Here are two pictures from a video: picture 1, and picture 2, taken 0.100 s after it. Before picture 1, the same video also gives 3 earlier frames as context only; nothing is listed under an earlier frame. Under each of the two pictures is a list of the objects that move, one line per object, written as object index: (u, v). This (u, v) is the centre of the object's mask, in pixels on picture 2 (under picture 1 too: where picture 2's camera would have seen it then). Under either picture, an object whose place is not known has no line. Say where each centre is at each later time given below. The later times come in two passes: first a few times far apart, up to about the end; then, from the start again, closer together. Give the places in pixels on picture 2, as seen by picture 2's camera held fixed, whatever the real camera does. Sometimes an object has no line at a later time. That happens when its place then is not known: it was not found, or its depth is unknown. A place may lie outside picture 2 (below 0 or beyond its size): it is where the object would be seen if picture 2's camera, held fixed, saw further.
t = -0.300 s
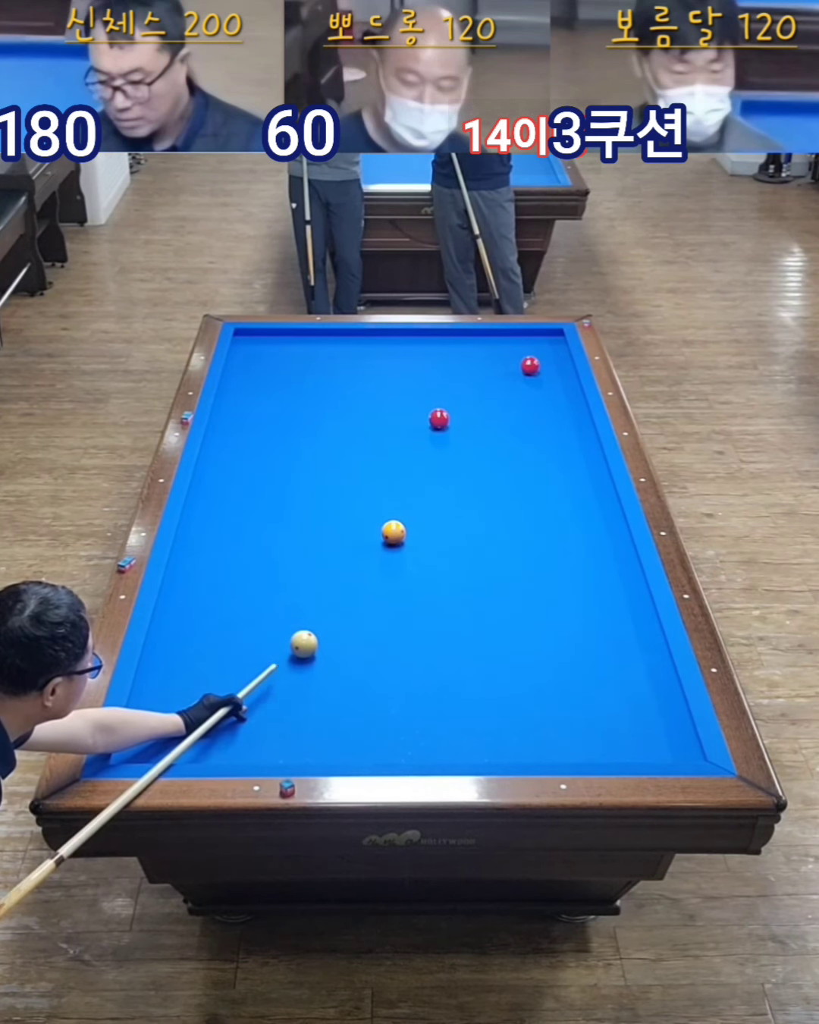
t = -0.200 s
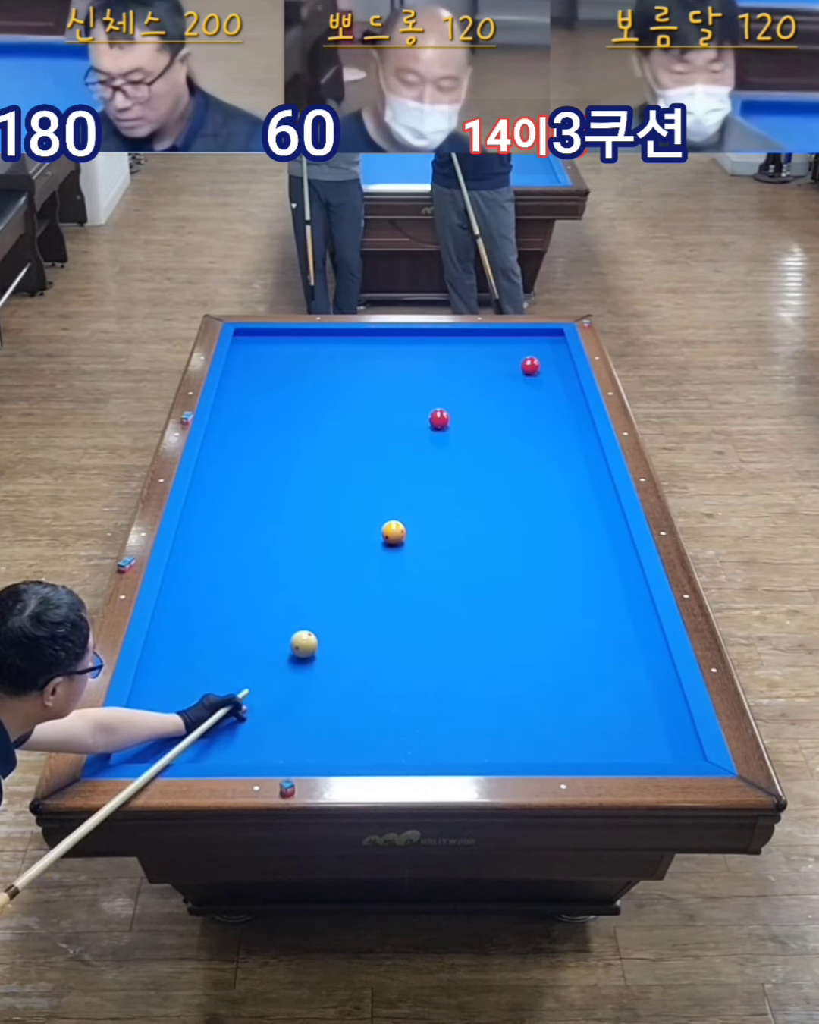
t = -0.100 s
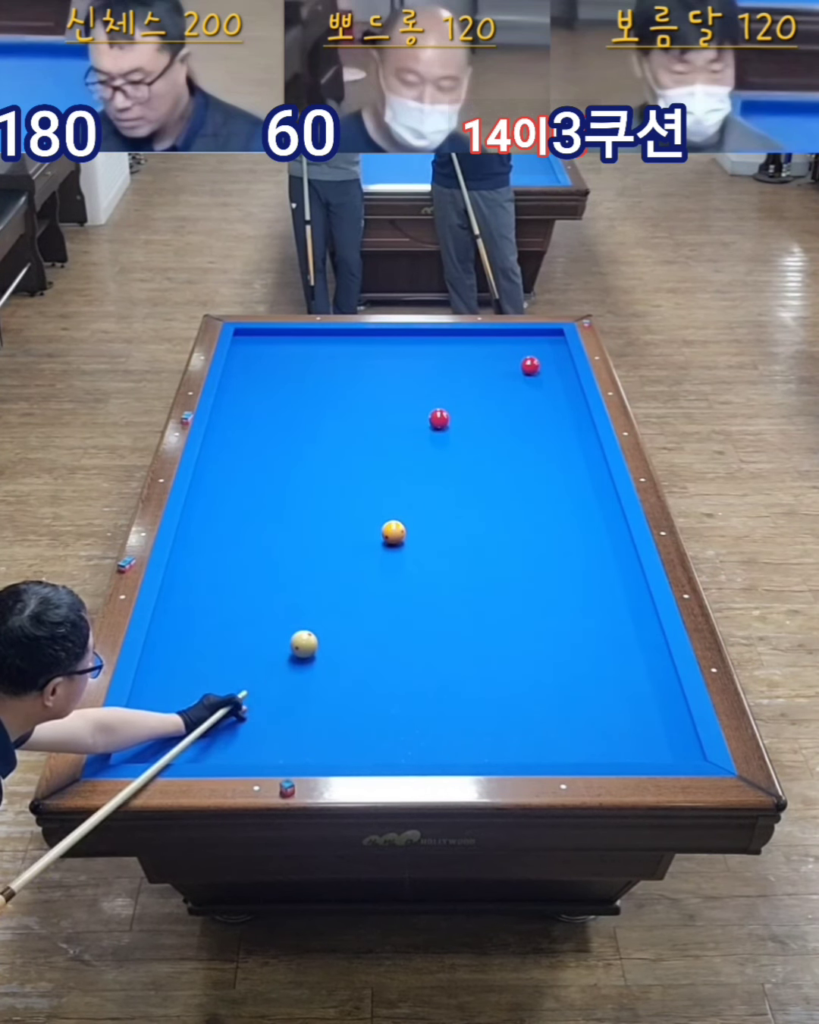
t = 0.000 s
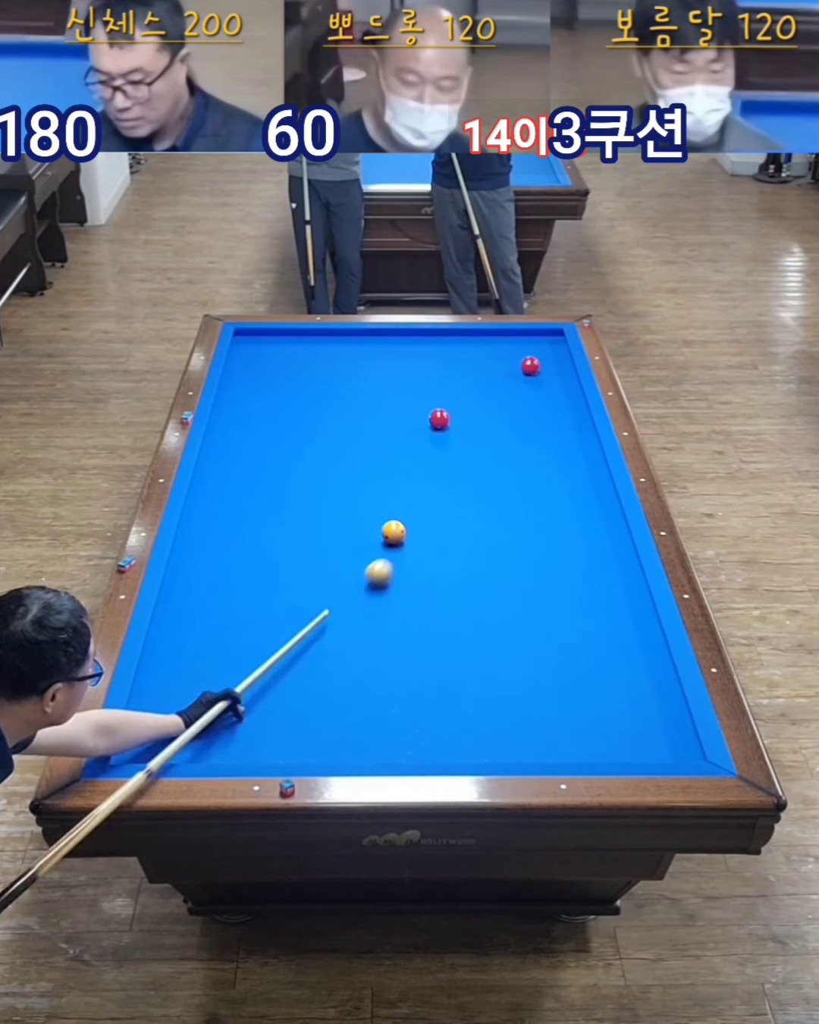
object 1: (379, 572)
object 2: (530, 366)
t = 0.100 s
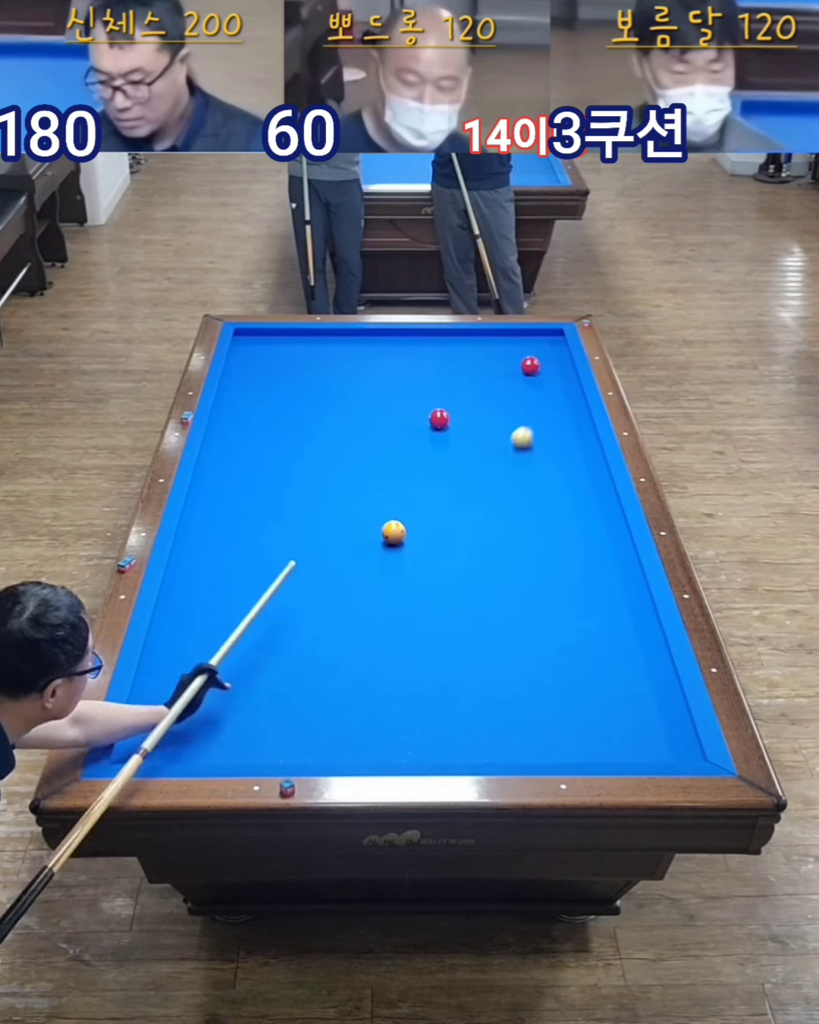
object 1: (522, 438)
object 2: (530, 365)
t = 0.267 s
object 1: (562, 354)
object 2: (436, 333)
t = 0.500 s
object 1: (510, 350)
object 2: (313, 388)
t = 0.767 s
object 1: (448, 381)
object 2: (242, 452)
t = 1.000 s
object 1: (390, 411)
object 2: (300, 517)
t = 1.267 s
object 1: (318, 447)
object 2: (380, 606)
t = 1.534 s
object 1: (241, 486)
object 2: (479, 716)
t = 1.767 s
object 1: (204, 521)
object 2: (575, 715)
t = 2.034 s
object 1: (233, 560)
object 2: (653, 657)
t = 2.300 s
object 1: (264, 601)
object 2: (587, 610)
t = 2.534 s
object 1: (293, 638)
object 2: (537, 574)
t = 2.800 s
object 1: (326, 682)
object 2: (488, 539)
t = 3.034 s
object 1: (356, 722)
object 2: (450, 512)
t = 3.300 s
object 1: (391, 747)
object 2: (412, 486)
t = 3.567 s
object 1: (420, 724)
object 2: (378, 463)
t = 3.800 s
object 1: (442, 706)
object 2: (352, 445)
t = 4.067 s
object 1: (463, 690)
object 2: (326, 427)
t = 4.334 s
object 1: (480, 677)
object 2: (303, 411)
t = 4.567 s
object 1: (492, 668)
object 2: (285, 399)
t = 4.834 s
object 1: (503, 659)
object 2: (267, 387)
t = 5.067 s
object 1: (510, 654)
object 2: (254, 377)
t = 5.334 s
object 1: (515, 651)
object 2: (240, 368)
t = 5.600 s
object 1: (517, 649)
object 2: (239, 361)
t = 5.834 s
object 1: (517, 650)
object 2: (246, 357)
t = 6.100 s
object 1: (517, 650)
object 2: (253, 354)
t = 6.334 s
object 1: (517, 650)
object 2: (258, 351)
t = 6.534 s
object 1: (517, 650)
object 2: (260, 350)
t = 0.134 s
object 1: (558, 405)
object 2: (530, 365)
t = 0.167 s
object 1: (559, 378)
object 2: (530, 365)
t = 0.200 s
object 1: (550, 367)
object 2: (507, 357)
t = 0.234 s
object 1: (557, 361)
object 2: (469, 343)
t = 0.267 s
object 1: (562, 354)
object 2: (436, 333)
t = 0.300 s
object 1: (553, 347)
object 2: (418, 341)
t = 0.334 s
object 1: (546, 340)
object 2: (399, 350)
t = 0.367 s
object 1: (540, 333)
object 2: (381, 359)
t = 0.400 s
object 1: (532, 337)
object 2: (364, 366)
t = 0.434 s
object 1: (525, 342)
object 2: (348, 373)
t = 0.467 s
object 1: (518, 346)
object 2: (330, 380)
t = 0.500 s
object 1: (510, 350)
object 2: (313, 388)
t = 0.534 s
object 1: (503, 354)
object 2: (295, 395)
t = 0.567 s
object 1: (495, 357)
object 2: (277, 403)
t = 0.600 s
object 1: (488, 361)
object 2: (258, 411)
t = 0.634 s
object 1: (480, 365)
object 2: (238, 419)
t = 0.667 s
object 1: (472, 369)
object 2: (219, 428)
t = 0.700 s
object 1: (464, 373)
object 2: (225, 436)
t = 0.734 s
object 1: (456, 377)
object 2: (235, 444)
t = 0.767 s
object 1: (448, 381)
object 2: (242, 452)
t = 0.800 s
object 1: (440, 385)
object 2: (250, 461)
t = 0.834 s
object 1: (432, 389)
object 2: (258, 470)
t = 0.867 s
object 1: (424, 394)
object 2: (266, 479)
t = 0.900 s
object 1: (415, 398)
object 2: (274, 488)
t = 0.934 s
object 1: (407, 402)
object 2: (283, 497)
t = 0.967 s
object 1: (398, 407)
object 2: (291, 507)
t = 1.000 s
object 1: (390, 411)
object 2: (300, 517)
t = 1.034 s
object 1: (381, 415)
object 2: (309, 528)
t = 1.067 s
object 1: (372, 420)
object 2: (319, 538)
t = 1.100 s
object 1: (363, 424)
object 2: (328, 549)
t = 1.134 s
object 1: (355, 429)
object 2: (338, 559)
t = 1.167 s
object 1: (346, 433)
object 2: (348, 571)
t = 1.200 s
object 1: (336, 438)
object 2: (359, 582)
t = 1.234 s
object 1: (327, 442)
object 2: (369, 594)
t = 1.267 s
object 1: (318, 447)
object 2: (380, 606)
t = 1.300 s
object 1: (309, 452)
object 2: (392, 619)
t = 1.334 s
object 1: (299, 457)
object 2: (403, 632)
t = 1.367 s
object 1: (290, 461)
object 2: (415, 645)
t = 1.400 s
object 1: (280, 466)
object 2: (427, 658)
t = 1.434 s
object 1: (270, 471)
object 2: (439, 672)
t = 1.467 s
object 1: (260, 476)
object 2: (452, 686)
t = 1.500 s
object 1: (250, 481)
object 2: (466, 700)
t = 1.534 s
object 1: (241, 486)
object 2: (479, 716)
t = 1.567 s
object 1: (230, 491)
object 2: (493, 731)
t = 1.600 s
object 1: (220, 496)
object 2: (508, 747)
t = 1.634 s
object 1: (210, 501)
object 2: (522, 748)
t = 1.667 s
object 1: (199, 507)
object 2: (536, 739)
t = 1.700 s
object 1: (196, 512)
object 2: (549, 731)
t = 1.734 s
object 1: (200, 516)
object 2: (562, 722)
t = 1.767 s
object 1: (204, 521)
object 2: (575, 715)
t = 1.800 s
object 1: (207, 526)
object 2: (587, 707)
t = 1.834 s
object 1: (211, 531)
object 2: (600, 699)
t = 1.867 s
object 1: (215, 536)
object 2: (612, 692)
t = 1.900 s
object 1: (218, 540)
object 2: (623, 685)
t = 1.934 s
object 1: (222, 545)
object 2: (635, 677)
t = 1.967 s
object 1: (226, 550)
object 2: (646, 671)
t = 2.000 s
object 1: (230, 555)
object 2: (657, 664)
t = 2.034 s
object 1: (233, 560)
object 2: (653, 657)
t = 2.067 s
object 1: (237, 565)
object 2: (644, 651)
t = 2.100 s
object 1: (241, 570)
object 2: (635, 644)
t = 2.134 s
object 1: (245, 575)
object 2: (626, 638)
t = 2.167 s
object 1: (249, 580)
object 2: (618, 632)
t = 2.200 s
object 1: (253, 585)
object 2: (610, 626)
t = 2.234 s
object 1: (257, 590)
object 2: (602, 621)
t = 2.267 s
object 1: (261, 596)
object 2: (595, 615)
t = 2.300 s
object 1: (264, 601)
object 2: (587, 610)
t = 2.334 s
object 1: (268, 606)
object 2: (579, 604)
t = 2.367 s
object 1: (272, 612)
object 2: (572, 599)
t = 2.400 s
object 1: (277, 616)
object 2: (565, 594)
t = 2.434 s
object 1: (281, 622)
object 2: (557, 589)
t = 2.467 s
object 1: (285, 627)
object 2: (550, 584)
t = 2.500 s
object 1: (289, 633)
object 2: (544, 579)
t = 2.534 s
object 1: (293, 638)
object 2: (537, 574)
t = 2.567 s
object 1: (297, 643)
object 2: (530, 569)
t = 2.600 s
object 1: (301, 649)
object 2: (524, 564)
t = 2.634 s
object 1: (305, 654)
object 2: (518, 560)
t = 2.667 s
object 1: (309, 660)
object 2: (512, 556)
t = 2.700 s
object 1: (314, 665)
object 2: (505, 551)
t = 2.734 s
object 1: (318, 671)
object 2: (499, 547)
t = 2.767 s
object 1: (322, 677)
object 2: (493, 543)
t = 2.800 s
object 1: (326, 682)
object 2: (488, 539)
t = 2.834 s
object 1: (331, 688)
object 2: (482, 535)
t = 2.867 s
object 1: (335, 693)
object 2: (477, 531)
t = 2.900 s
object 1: (339, 699)
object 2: (471, 527)
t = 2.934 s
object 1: (344, 705)
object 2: (466, 523)
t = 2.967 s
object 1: (348, 710)
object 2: (460, 520)
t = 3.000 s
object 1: (352, 716)
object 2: (455, 516)
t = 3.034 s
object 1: (356, 722)
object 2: (450, 512)
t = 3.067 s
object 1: (361, 727)
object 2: (445, 508)
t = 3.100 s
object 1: (365, 733)
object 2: (440, 505)
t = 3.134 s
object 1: (369, 739)
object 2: (435, 502)
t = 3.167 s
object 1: (374, 745)
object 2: (430, 499)
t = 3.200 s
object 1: (378, 749)
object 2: (426, 495)
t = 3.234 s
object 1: (383, 751)
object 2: (421, 492)
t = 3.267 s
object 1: (387, 749)
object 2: (416, 489)
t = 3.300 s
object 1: (391, 747)
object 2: (412, 486)
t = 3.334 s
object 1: (395, 744)
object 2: (407, 483)
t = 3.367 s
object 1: (399, 741)
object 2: (403, 479)
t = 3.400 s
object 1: (402, 738)
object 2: (398, 476)
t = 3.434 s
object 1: (406, 735)
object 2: (394, 473)
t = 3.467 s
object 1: (410, 732)
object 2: (390, 471)
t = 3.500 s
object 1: (413, 729)
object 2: (386, 468)
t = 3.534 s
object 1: (417, 727)
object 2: (382, 465)
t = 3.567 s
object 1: (420, 724)
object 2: (378, 463)
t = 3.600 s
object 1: (424, 721)
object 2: (374, 460)
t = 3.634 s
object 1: (427, 718)
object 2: (370, 457)
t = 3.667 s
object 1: (430, 716)
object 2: (366, 455)
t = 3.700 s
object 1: (433, 714)
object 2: (363, 452)
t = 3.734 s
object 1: (436, 711)
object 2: (359, 450)
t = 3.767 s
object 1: (439, 709)
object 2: (356, 448)
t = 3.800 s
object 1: (442, 706)
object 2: (352, 445)
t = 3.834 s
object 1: (444, 704)
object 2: (349, 443)
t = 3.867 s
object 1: (447, 702)
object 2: (345, 440)
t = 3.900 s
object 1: (450, 700)
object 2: (342, 438)
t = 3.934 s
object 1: (452, 698)
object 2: (338, 436)
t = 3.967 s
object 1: (455, 696)
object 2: (335, 433)
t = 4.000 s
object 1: (457, 694)
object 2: (332, 431)
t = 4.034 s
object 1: (460, 692)
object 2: (329, 429)
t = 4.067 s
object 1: (463, 690)
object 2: (326, 427)
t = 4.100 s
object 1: (465, 688)
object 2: (323, 425)
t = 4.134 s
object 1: (468, 687)
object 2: (320, 423)
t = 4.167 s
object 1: (470, 685)
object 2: (317, 421)
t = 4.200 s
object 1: (472, 683)
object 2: (314, 419)
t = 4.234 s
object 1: (474, 682)
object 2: (311, 417)
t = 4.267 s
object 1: (476, 680)
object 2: (308, 415)
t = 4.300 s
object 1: (478, 678)
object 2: (306, 413)
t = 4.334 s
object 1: (480, 677)
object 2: (303, 411)
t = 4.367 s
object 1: (482, 675)
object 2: (300, 409)
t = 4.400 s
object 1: (484, 674)
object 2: (298, 408)
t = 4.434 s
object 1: (486, 672)
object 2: (295, 406)
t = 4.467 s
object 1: (488, 671)
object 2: (292, 404)
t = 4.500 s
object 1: (489, 670)
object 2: (290, 402)
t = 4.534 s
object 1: (491, 669)
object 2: (288, 401)
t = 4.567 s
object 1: (492, 668)
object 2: (285, 399)
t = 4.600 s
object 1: (494, 666)
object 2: (283, 398)
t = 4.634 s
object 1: (495, 665)
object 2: (281, 396)
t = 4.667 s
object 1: (497, 664)
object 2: (278, 394)
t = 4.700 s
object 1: (498, 663)
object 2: (276, 393)
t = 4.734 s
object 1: (499, 662)
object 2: (274, 391)
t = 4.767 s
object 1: (501, 661)
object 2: (272, 390)
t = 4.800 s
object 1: (502, 660)
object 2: (270, 388)
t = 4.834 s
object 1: (503, 659)
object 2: (267, 387)
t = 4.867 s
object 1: (504, 658)
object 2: (265, 386)
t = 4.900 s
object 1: (505, 658)
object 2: (263, 384)
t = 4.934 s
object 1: (506, 657)
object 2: (262, 383)
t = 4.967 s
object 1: (507, 656)
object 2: (259, 381)
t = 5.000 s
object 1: (508, 655)
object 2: (257, 380)
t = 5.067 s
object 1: (510, 654)
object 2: (254, 377)
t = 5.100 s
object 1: (510, 653)
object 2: (252, 376)
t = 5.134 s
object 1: (511, 653)
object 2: (250, 375)
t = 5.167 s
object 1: (512, 653)
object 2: (248, 374)
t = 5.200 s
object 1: (512, 652)
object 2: (246, 373)
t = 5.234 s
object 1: (513, 652)
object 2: (245, 371)
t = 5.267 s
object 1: (514, 651)
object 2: (243, 370)
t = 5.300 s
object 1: (514, 651)
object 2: (241, 369)
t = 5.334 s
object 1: (515, 651)
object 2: (240, 368)
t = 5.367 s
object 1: (515, 650)
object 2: (238, 367)
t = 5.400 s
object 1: (515, 650)
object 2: (237, 366)
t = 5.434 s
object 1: (516, 650)
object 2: (235, 365)
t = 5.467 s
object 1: (516, 650)
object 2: (234, 364)
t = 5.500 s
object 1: (516, 650)
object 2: (235, 364)
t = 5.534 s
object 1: (517, 650)
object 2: (236, 363)
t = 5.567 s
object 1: (517, 650)
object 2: (237, 362)
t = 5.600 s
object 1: (517, 649)
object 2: (239, 361)
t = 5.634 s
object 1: (517, 650)
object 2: (240, 361)
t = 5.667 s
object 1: (517, 650)
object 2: (241, 360)
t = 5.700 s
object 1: (517, 650)
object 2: (242, 359)
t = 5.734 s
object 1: (517, 650)
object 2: (243, 359)
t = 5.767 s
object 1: (517, 650)
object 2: (244, 358)
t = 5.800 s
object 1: (517, 650)
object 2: (245, 358)
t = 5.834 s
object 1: (517, 650)
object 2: (246, 357)
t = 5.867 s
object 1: (517, 650)
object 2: (247, 357)
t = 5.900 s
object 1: (517, 650)
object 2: (248, 356)
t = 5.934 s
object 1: (517, 650)
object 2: (249, 356)
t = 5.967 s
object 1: (517, 650)
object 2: (251, 355)
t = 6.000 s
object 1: (517, 650)
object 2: (251, 355)
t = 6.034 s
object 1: (517, 650)
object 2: (252, 354)
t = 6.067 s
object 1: (517, 650)
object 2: (253, 354)
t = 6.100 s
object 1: (517, 650)
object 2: (253, 354)
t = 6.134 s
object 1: (517, 650)
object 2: (254, 353)
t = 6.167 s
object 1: (517, 650)
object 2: (255, 353)
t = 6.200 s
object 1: (517, 650)
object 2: (256, 353)
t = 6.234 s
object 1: (517, 650)
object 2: (256, 352)
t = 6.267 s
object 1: (517, 650)
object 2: (257, 352)
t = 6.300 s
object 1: (517, 650)
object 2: (258, 352)
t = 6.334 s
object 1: (517, 650)
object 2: (258, 351)
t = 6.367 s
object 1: (517, 650)
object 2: (259, 351)
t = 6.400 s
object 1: (517, 650)
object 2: (259, 351)
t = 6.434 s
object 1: (517, 650)
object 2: (259, 351)
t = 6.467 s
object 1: (517, 650)
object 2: (260, 351)
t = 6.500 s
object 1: (517, 650)
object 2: (260, 350)
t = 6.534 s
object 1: (517, 650)
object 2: (260, 350)
